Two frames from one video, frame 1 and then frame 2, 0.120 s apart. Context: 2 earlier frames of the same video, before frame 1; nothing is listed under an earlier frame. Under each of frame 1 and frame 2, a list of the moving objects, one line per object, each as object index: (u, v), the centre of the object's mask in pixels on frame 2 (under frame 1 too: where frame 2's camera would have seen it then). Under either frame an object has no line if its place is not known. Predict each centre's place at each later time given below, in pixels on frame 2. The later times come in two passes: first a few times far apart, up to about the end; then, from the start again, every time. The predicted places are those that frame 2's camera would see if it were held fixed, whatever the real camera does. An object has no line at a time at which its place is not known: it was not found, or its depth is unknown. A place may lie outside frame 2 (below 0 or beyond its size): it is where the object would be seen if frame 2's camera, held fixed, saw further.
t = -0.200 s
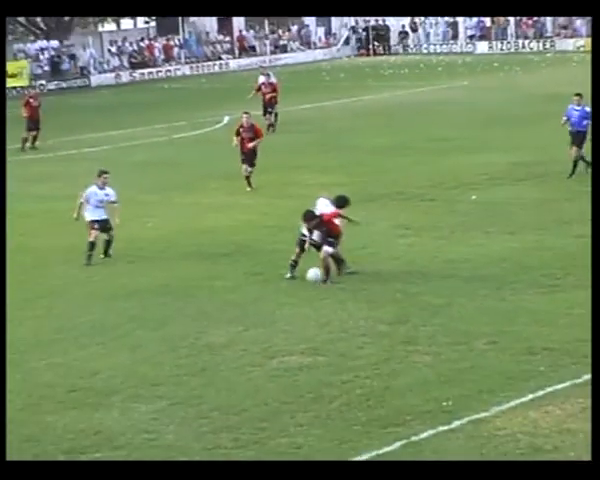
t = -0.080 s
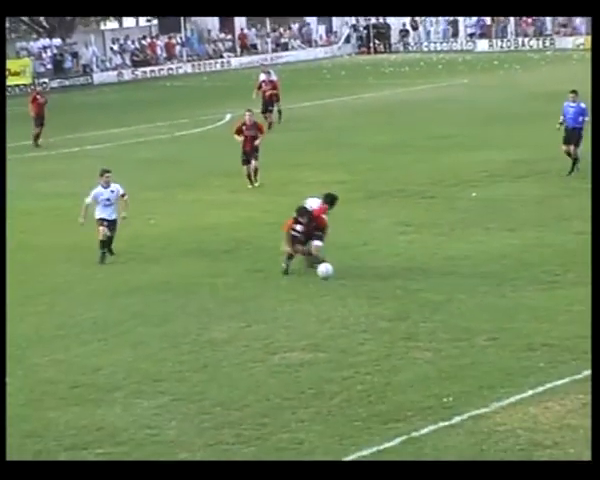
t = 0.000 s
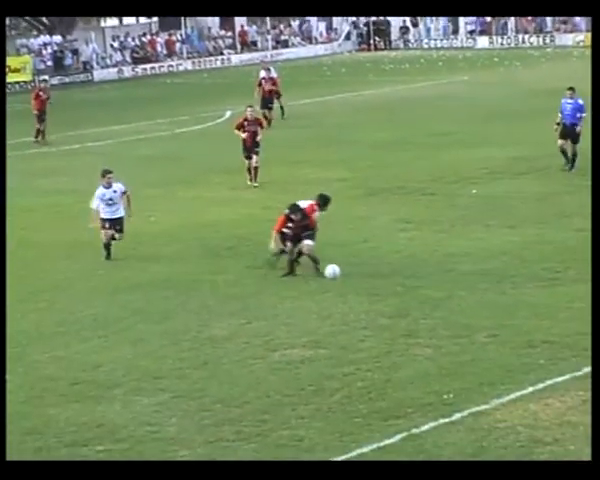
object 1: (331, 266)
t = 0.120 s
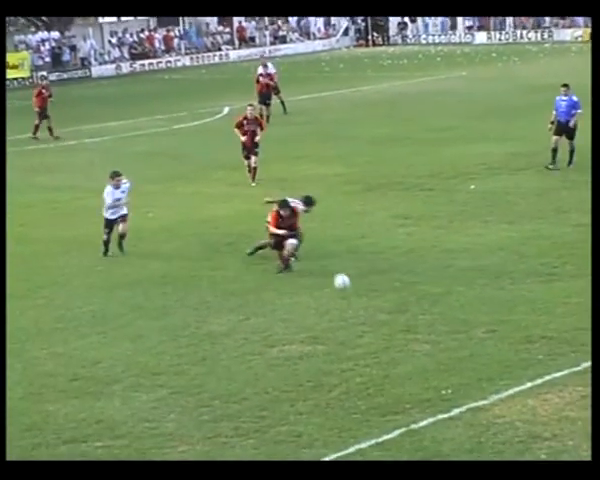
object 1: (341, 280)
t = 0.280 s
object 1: (355, 287)
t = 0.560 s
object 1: (378, 307)
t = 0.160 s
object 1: (345, 288)
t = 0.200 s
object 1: (349, 289)
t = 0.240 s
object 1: (352, 287)
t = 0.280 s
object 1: (355, 287)
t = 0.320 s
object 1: (358, 287)
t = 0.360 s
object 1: (361, 289)
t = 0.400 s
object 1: (365, 292)
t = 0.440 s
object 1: (368, 296)
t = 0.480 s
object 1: (372, 301)
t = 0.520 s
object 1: (375, 308)
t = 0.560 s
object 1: (378, 307)
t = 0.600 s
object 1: (382, 305)
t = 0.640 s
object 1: (385, 305)
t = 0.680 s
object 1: (388, 305)
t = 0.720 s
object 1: (391, 307)
